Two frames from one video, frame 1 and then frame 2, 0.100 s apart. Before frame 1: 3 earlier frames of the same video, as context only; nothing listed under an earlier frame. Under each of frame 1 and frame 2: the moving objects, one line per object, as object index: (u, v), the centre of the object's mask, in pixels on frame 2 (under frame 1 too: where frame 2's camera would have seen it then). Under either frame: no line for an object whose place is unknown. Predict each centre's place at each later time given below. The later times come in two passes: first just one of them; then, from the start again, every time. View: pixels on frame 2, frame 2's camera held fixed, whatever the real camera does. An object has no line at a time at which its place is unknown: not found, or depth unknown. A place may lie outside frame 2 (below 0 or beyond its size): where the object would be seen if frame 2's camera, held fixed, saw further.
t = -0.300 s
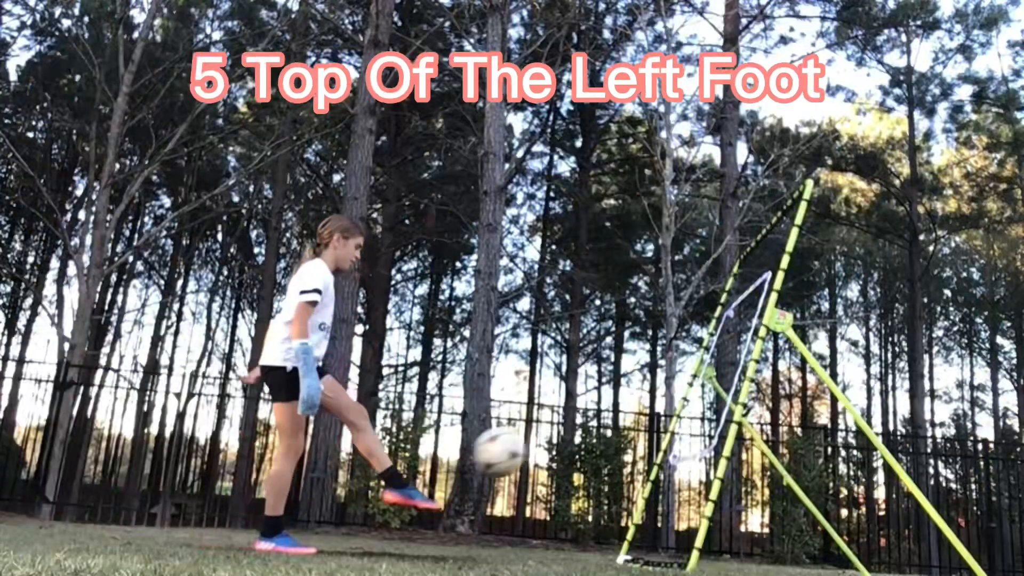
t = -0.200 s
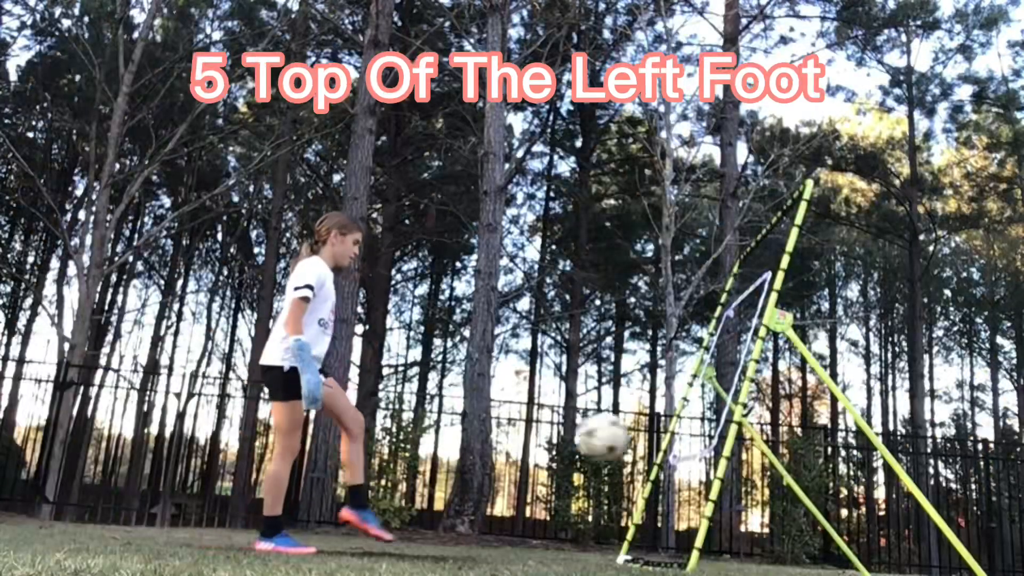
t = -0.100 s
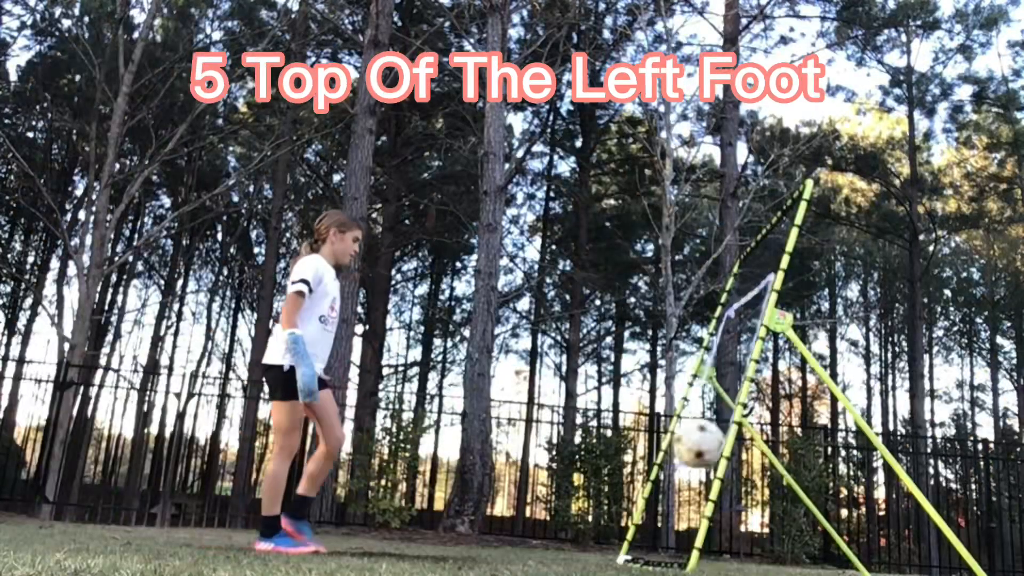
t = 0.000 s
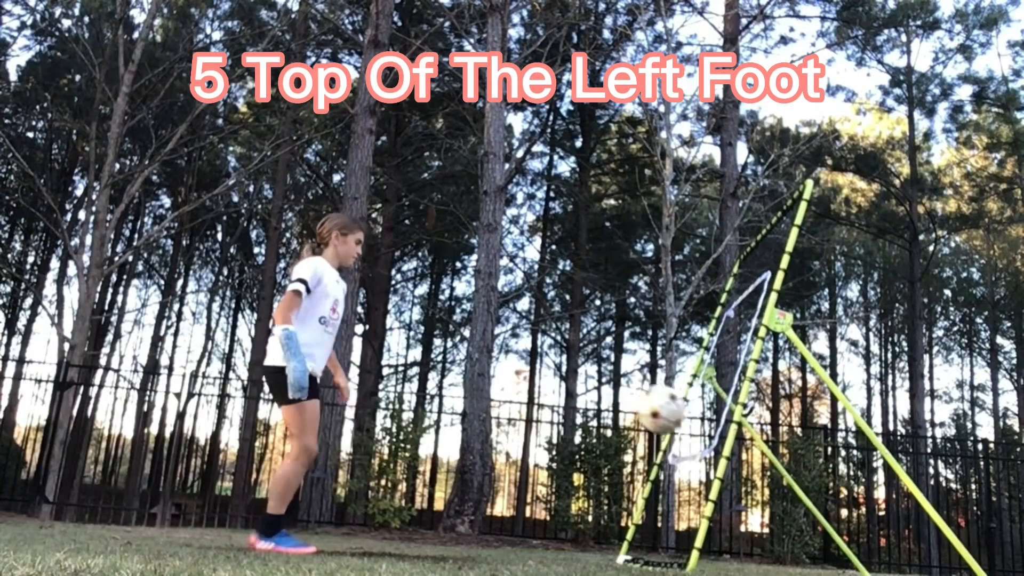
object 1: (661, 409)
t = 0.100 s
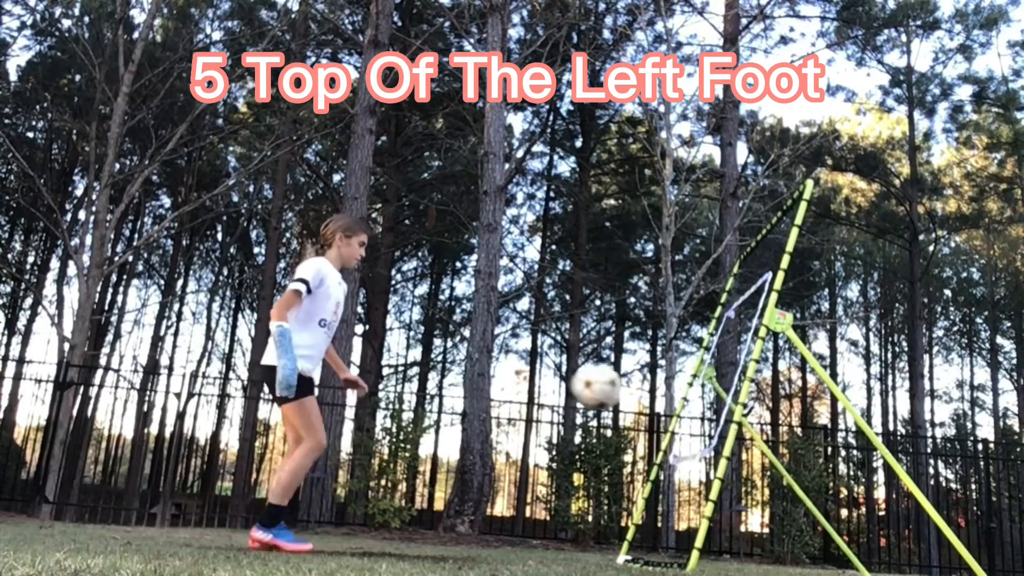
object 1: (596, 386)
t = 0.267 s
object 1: (487, 397)
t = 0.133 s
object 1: (576, 383)
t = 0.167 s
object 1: (554, 384)
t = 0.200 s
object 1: (532, 386)
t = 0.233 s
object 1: (511, 393)
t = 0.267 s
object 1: (487, 397)
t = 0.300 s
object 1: (466, 406)
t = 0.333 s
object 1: (444, 418)
